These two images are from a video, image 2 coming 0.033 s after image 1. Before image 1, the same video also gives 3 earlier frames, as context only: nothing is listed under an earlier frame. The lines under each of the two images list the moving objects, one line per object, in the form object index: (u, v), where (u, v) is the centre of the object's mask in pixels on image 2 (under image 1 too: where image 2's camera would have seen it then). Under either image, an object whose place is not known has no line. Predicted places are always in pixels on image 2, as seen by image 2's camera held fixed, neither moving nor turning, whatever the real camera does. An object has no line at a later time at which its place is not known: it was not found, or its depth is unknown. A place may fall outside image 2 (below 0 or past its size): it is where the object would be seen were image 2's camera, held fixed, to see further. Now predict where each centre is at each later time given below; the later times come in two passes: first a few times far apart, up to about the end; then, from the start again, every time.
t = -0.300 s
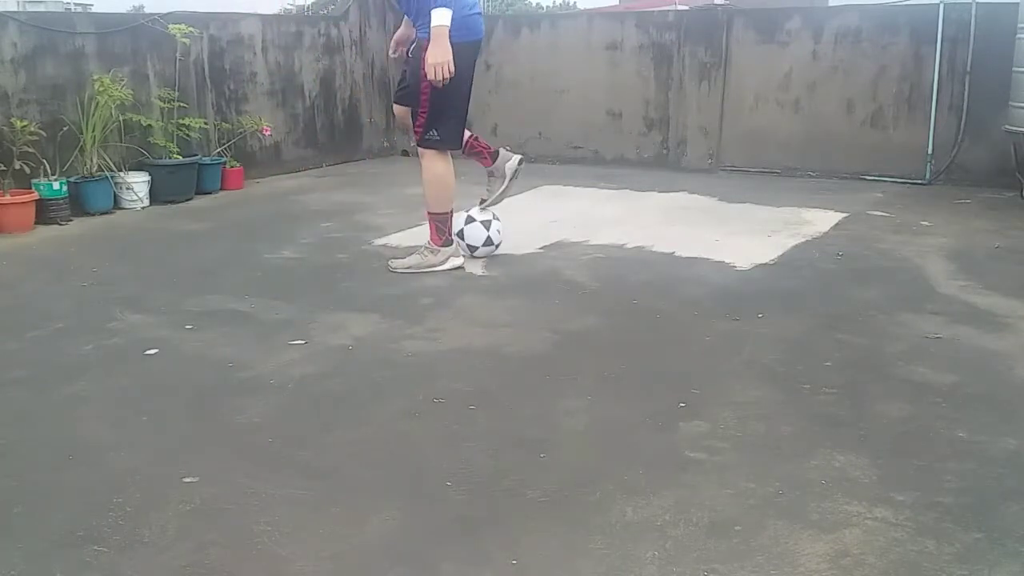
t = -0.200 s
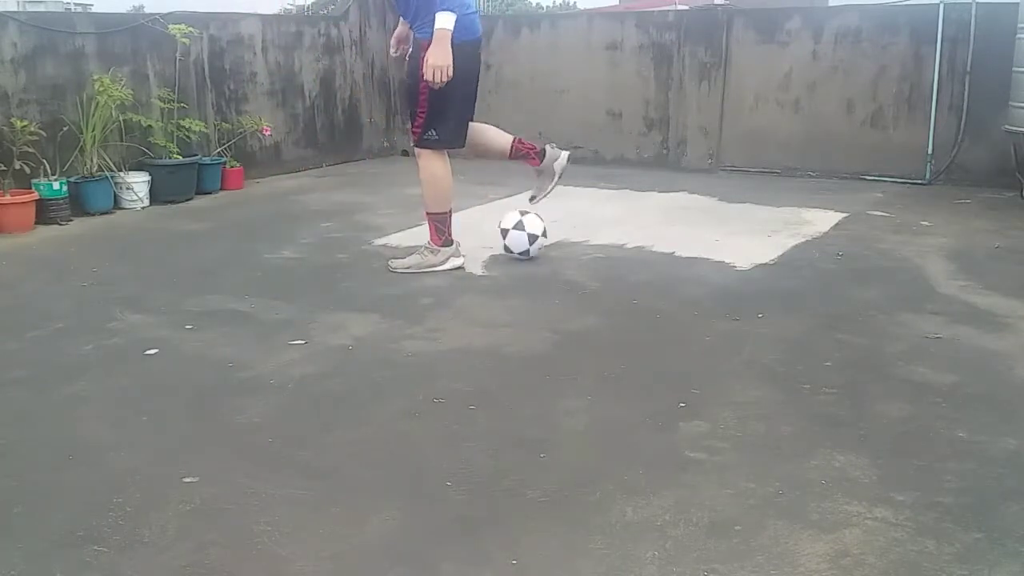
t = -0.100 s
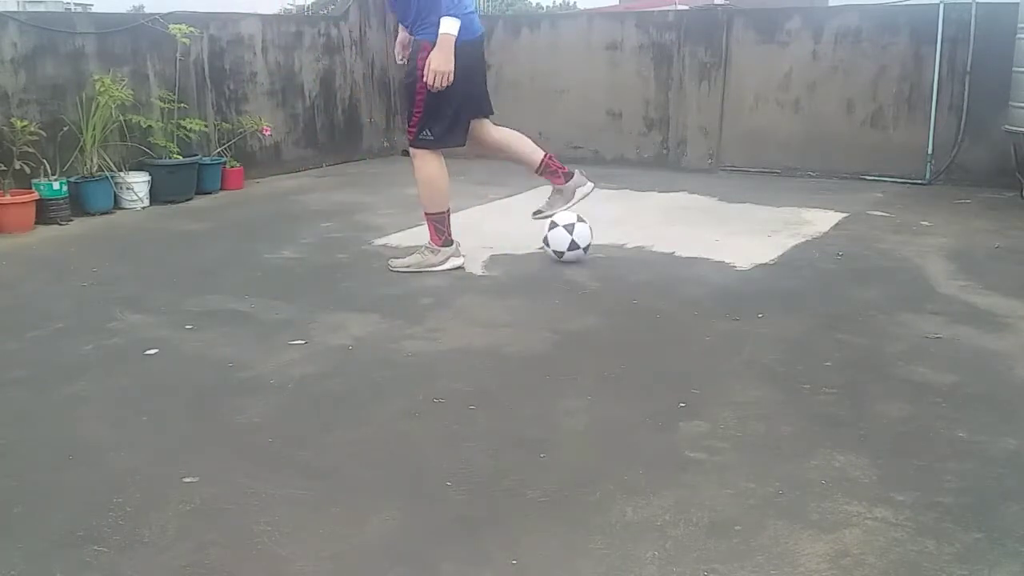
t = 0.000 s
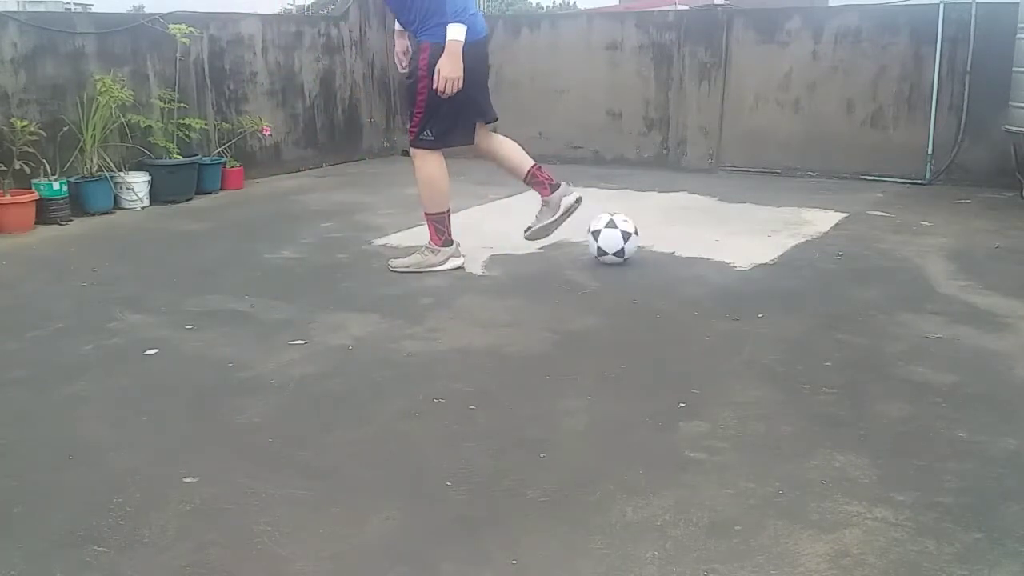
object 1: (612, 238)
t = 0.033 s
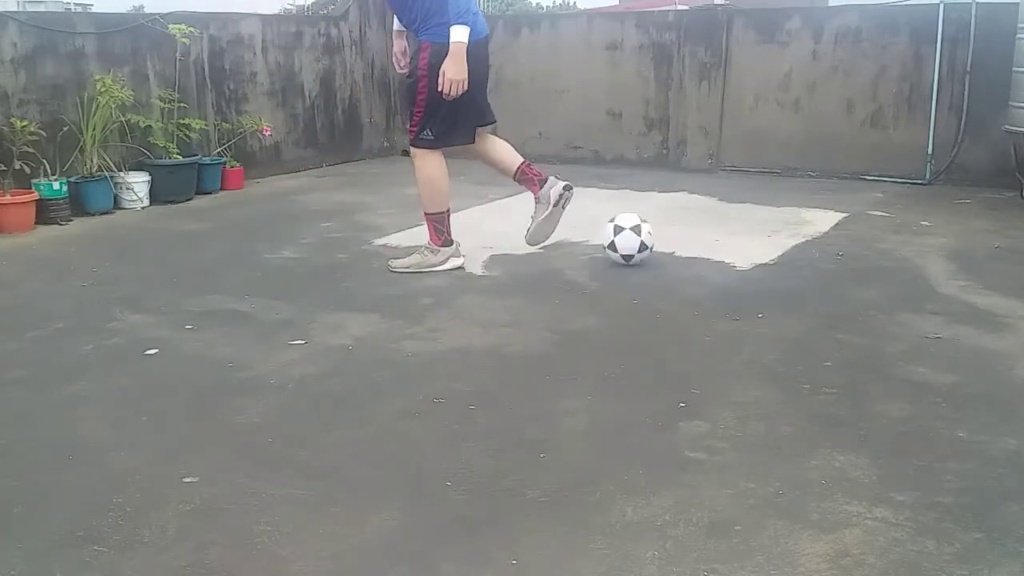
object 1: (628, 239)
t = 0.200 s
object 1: (707, 243)
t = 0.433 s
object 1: (824, 250)
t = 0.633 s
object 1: (930, 255)
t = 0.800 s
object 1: (1008, 260)
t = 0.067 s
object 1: (643, 240)
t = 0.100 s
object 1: (659, 241)
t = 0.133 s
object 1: (675, 242)
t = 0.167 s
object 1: (692, 243)
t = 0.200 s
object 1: (707, 243)
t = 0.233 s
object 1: (724, 244)
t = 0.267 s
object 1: (740, 246)
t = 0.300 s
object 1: (756, 246)
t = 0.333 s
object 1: (773, 248)
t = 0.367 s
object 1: (790, 248)
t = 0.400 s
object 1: (807, 249)
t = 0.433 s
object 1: (824, 250)
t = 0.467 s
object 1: (841, 250)
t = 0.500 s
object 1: (859, 253)
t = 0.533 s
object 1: (877, 253)
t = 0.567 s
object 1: (894, 254)
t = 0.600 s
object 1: (912, 255)
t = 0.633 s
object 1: (930, 255)
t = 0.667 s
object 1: (948, 257)
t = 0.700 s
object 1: (966, 258)
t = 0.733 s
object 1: (984, 258)
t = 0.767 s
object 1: (998, 258)
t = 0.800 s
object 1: (1008, 260)
